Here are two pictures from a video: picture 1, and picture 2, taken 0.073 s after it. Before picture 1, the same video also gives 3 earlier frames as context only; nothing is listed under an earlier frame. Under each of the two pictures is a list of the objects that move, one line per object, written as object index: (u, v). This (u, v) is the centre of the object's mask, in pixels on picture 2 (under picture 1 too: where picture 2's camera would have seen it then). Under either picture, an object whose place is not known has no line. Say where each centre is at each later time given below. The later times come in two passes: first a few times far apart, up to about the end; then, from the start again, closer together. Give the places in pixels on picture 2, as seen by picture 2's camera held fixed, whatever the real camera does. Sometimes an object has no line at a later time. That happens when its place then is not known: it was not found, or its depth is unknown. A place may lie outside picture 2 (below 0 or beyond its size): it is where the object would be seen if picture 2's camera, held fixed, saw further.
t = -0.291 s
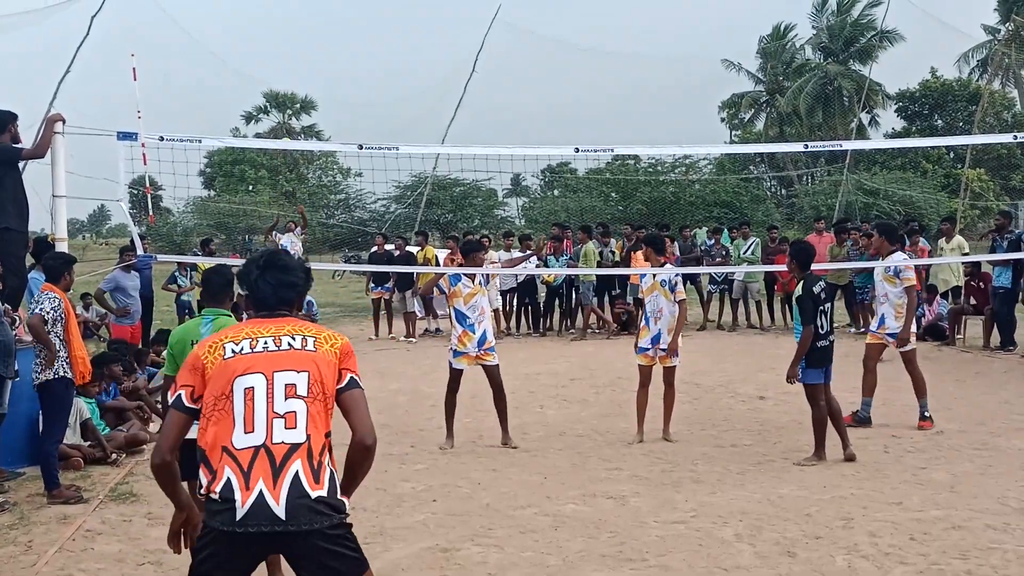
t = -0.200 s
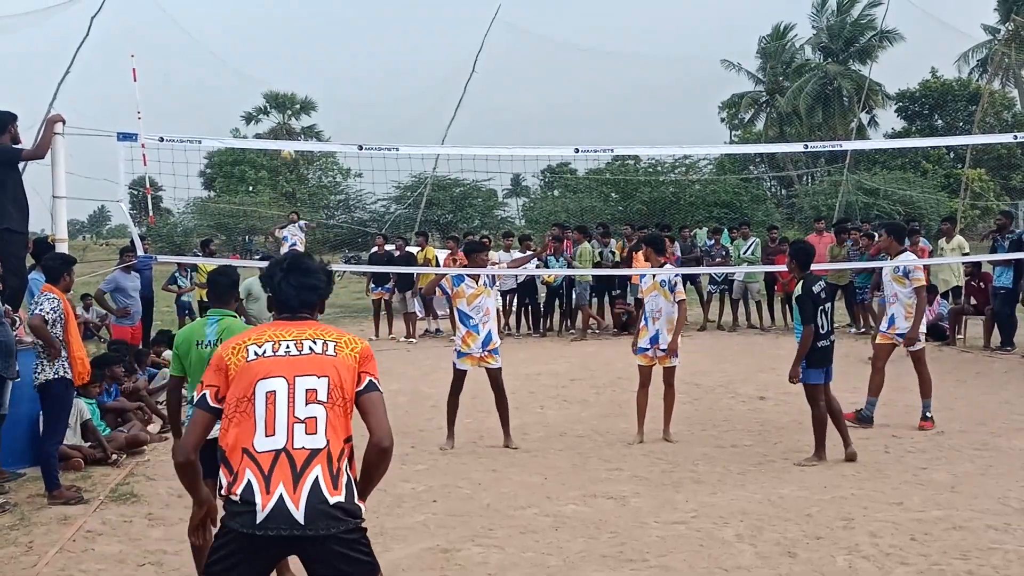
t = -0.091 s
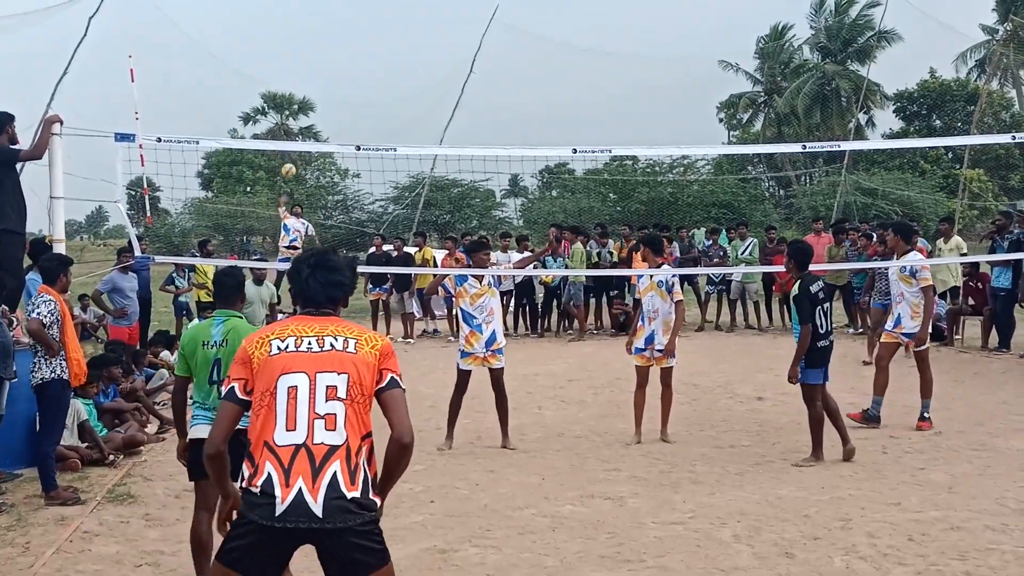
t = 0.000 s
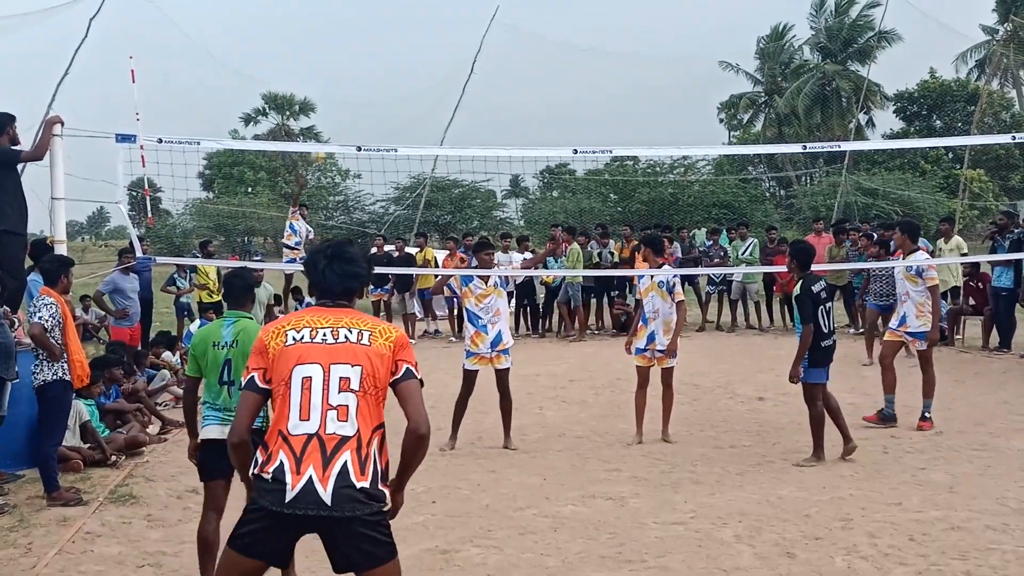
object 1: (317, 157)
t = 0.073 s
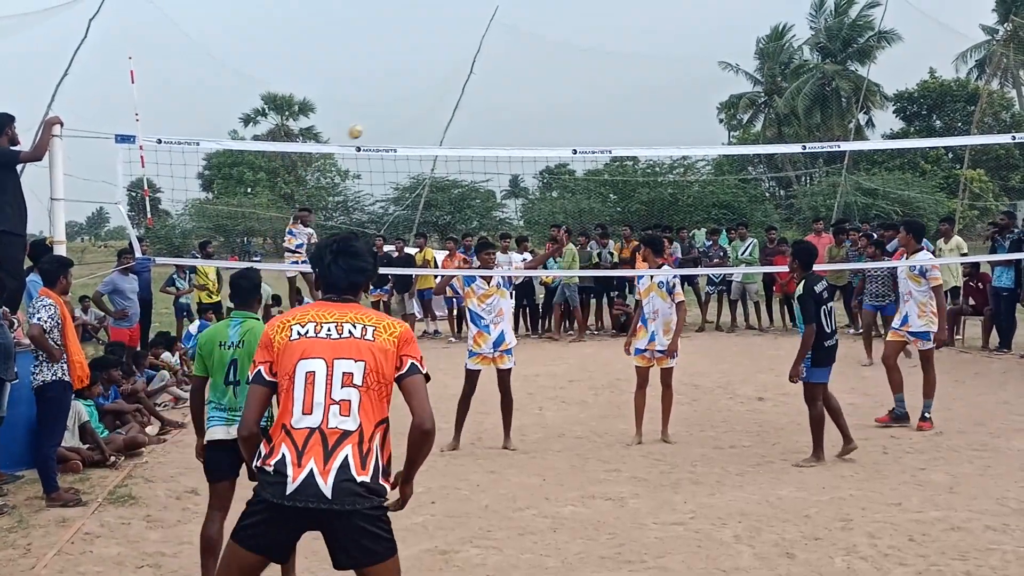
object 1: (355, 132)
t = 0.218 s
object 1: (443, 92)
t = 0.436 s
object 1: (625, 63)
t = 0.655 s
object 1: (902, 88)
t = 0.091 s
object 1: (364, 126)
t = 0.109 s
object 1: (375, 120)
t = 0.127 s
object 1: (385, 116)
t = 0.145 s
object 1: (396, 110)
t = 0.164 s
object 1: (407, 105)
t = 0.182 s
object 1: (418, 101)
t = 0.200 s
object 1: (430, 96)
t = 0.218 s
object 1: (443, 92)
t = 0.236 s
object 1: (455, 88)
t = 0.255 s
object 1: (468, 85)
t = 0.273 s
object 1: (481, 81)
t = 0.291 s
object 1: (495, 77)
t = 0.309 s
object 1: (510, 76)
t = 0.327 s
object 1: (525, 72)
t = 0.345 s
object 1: (541, 70)
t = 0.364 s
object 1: (557, 67)
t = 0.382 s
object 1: (572, 66)
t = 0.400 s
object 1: (589, 65)
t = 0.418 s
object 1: (607, 63)
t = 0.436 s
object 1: (625, 63)
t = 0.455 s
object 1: (643, 61)
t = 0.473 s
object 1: (662, 62)
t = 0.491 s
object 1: (684, 62)
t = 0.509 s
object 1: (704, 62)
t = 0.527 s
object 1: (724, 64)
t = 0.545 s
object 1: (748, 65)
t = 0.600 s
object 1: (821, 73)
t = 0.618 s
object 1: (846, 78)
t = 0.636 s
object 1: (872, 82)
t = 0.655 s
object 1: (902, 88)
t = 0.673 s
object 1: (932, 93)
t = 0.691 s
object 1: (961, 98)
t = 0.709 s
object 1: (992, 106)
